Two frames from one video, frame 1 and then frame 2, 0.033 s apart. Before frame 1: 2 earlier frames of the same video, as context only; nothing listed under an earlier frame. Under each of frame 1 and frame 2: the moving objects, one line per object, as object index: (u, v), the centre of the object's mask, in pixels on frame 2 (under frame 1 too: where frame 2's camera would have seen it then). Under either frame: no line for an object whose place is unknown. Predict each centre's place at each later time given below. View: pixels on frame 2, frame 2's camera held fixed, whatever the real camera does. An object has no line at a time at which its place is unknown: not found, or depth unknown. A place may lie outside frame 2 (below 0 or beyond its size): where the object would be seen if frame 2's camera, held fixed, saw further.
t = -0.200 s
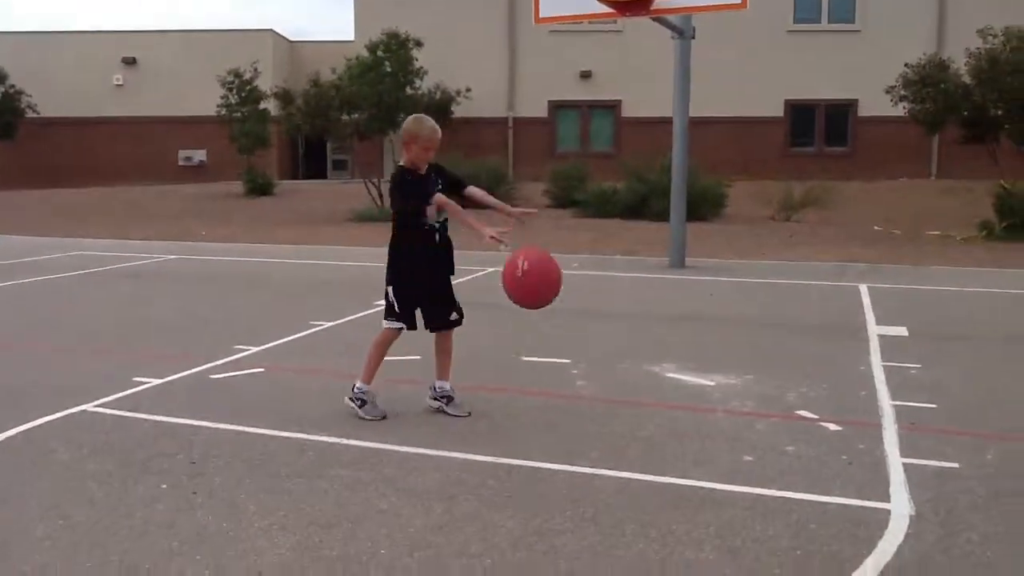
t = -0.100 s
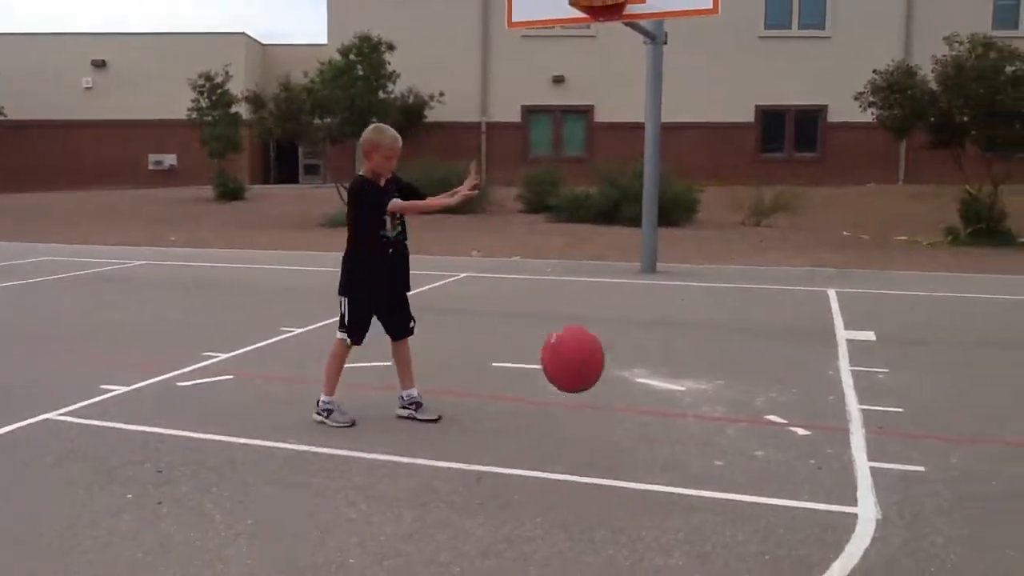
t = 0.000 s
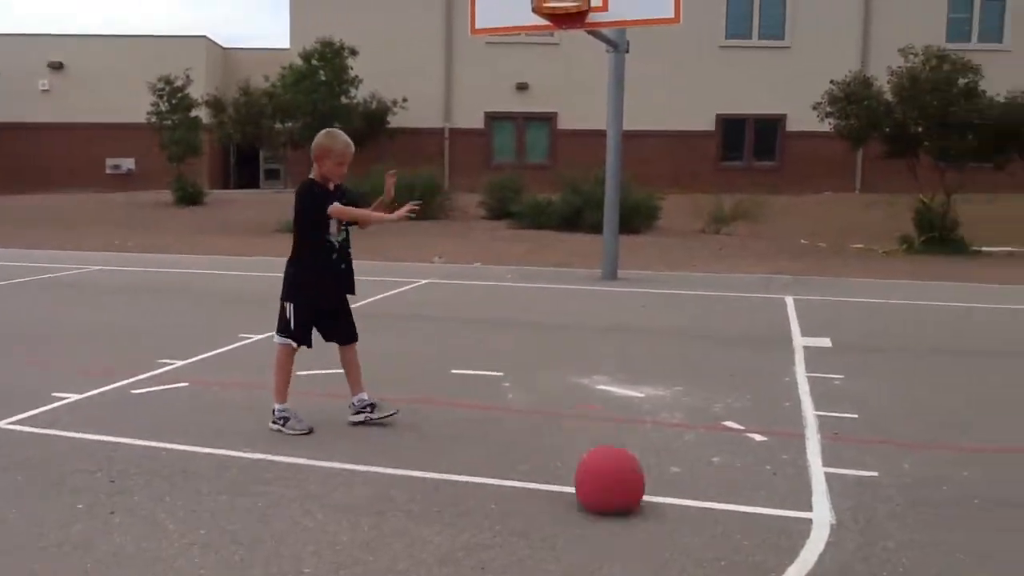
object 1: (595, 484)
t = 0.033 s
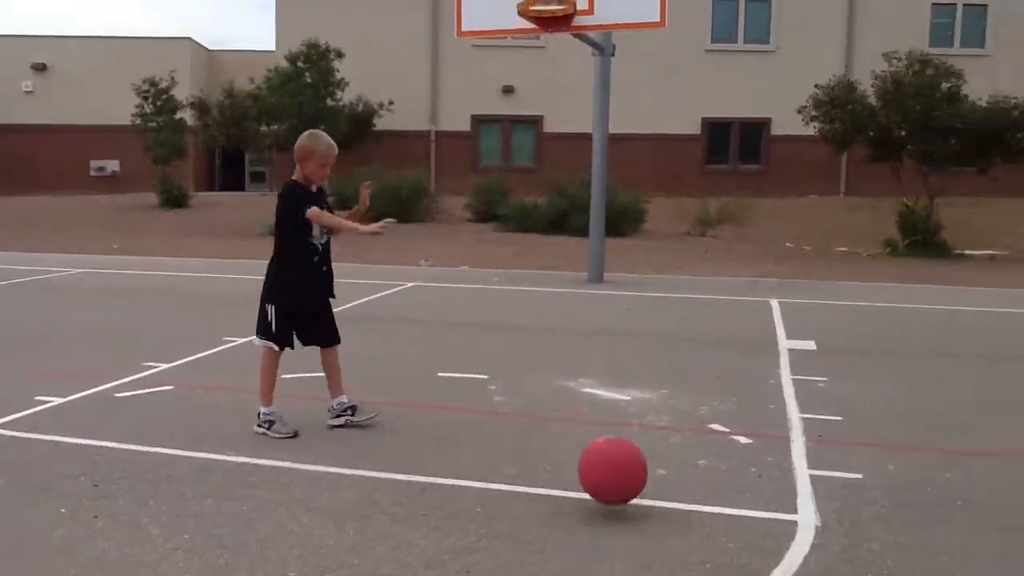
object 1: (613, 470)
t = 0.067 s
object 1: (631, 446)
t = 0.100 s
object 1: (650, 425)
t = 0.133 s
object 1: (669, 405)
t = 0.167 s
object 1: (689, 388)
